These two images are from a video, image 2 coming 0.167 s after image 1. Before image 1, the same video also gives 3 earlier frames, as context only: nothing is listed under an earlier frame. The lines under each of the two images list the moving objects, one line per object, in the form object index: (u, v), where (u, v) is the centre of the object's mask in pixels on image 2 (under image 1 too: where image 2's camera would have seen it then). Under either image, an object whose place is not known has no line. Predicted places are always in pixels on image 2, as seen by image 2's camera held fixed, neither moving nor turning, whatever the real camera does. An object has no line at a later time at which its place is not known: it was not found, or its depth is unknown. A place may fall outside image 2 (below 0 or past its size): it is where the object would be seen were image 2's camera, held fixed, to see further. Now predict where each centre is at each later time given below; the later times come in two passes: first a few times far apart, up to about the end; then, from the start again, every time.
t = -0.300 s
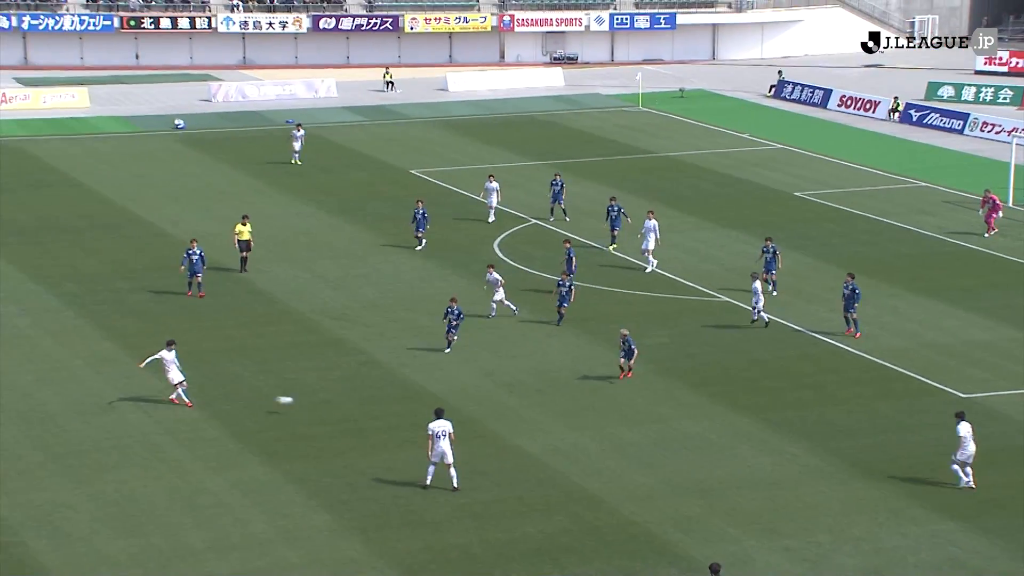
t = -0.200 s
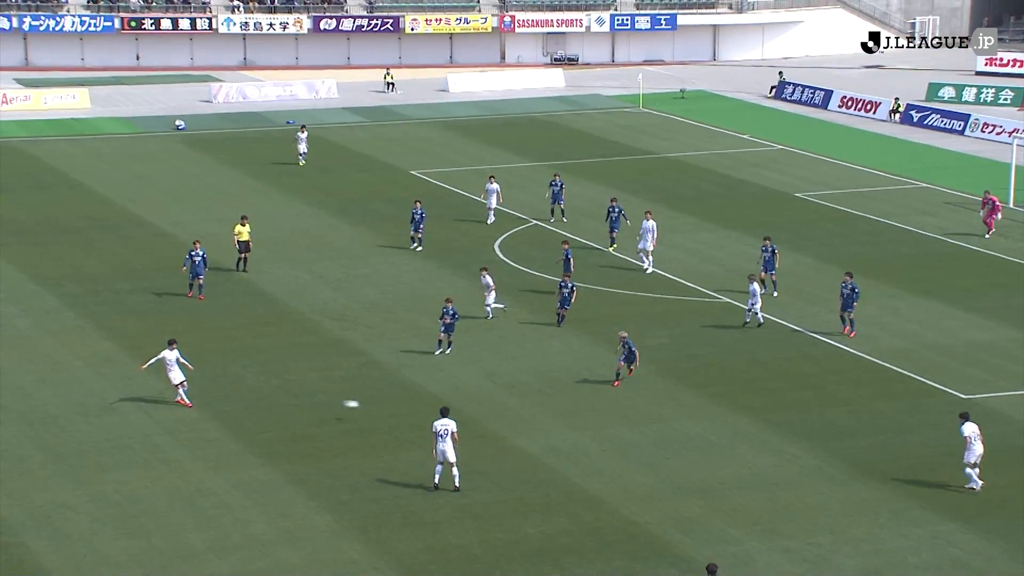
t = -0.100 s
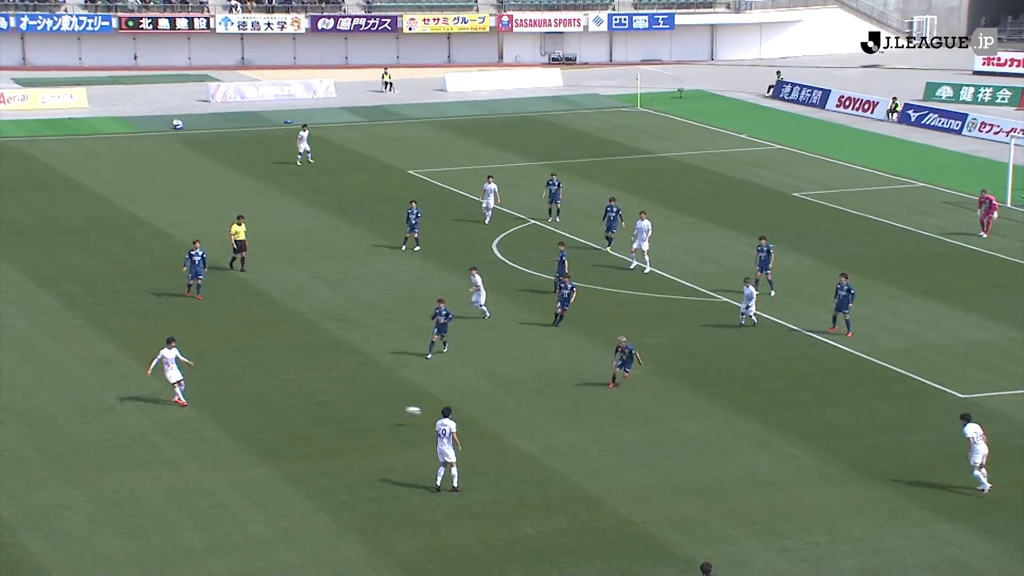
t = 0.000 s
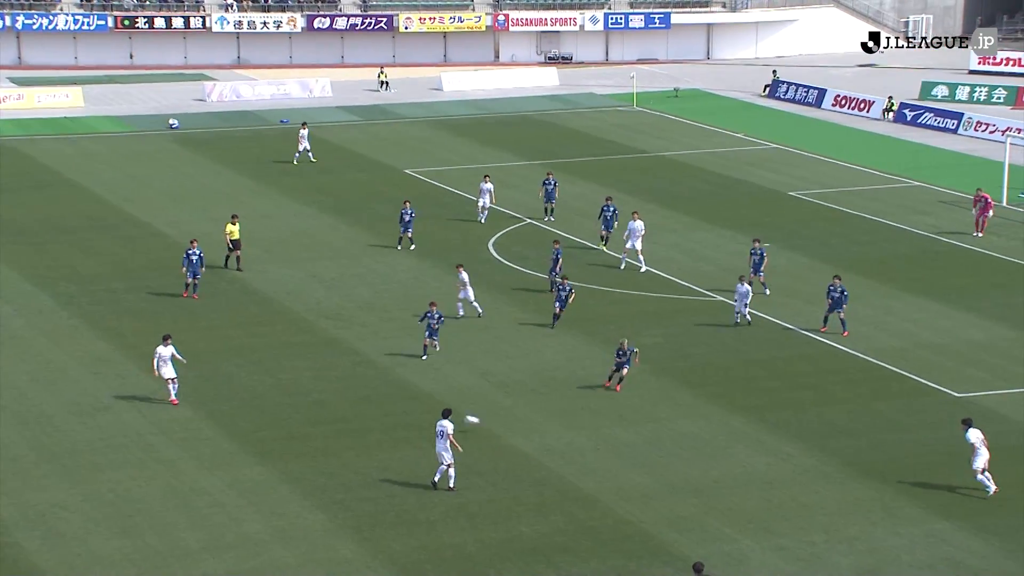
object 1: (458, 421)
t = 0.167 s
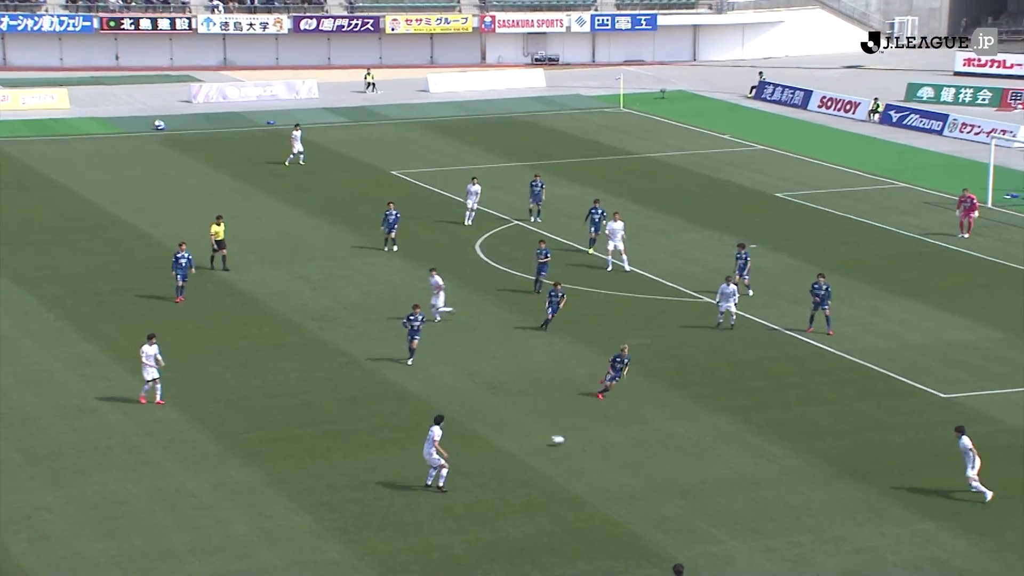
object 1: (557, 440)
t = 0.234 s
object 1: (593, 441)
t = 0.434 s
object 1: (701, 458)
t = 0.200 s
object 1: (576, 441)
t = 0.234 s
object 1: (593, 441)
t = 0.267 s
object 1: (612, 443)
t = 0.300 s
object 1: (630, 445)
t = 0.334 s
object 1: (648, 448)
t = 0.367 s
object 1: (665, 451)
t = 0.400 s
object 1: (683, 454)
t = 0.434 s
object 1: (701, 458)
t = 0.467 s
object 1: (718, 463)
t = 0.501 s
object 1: (736, 468)
